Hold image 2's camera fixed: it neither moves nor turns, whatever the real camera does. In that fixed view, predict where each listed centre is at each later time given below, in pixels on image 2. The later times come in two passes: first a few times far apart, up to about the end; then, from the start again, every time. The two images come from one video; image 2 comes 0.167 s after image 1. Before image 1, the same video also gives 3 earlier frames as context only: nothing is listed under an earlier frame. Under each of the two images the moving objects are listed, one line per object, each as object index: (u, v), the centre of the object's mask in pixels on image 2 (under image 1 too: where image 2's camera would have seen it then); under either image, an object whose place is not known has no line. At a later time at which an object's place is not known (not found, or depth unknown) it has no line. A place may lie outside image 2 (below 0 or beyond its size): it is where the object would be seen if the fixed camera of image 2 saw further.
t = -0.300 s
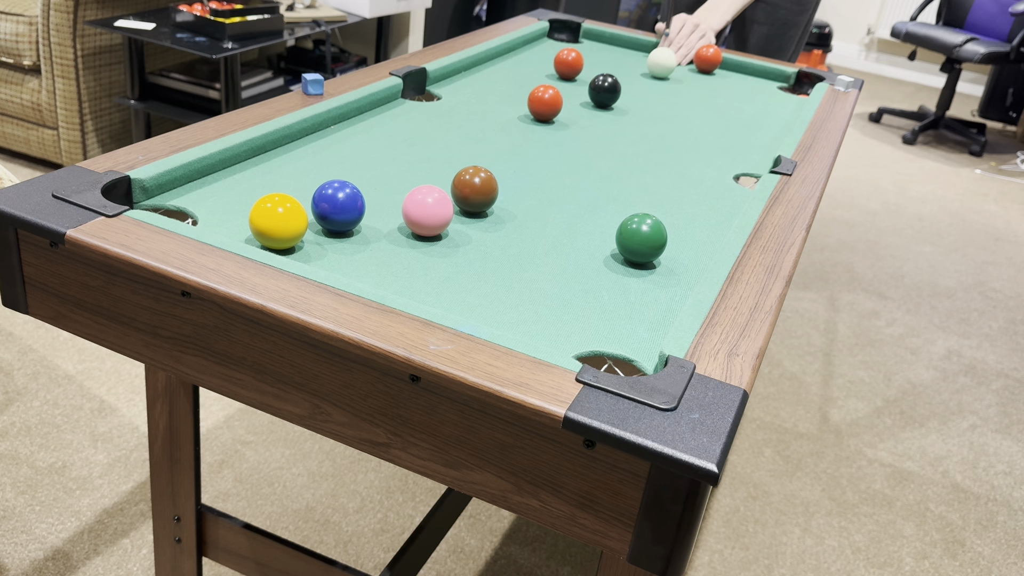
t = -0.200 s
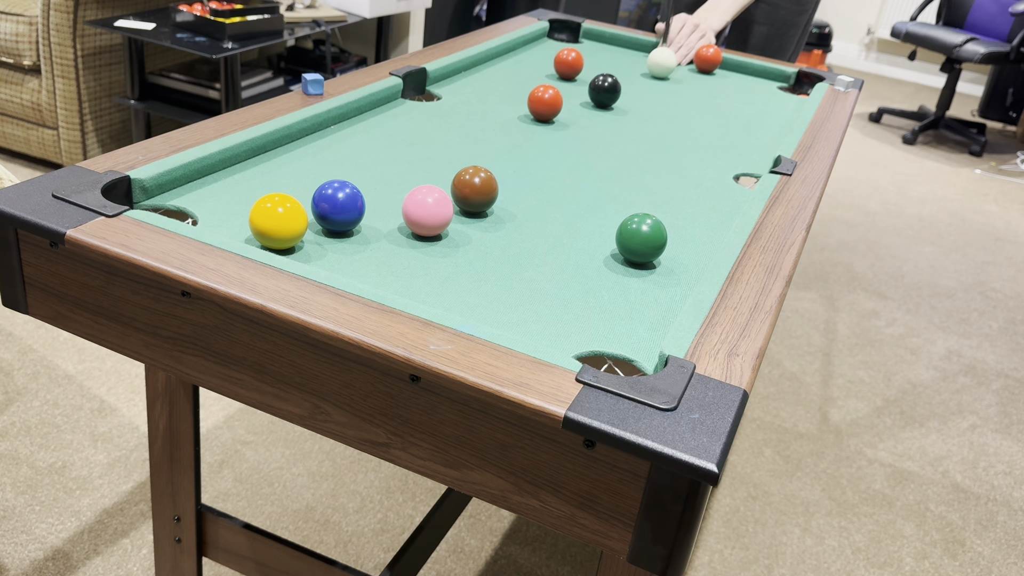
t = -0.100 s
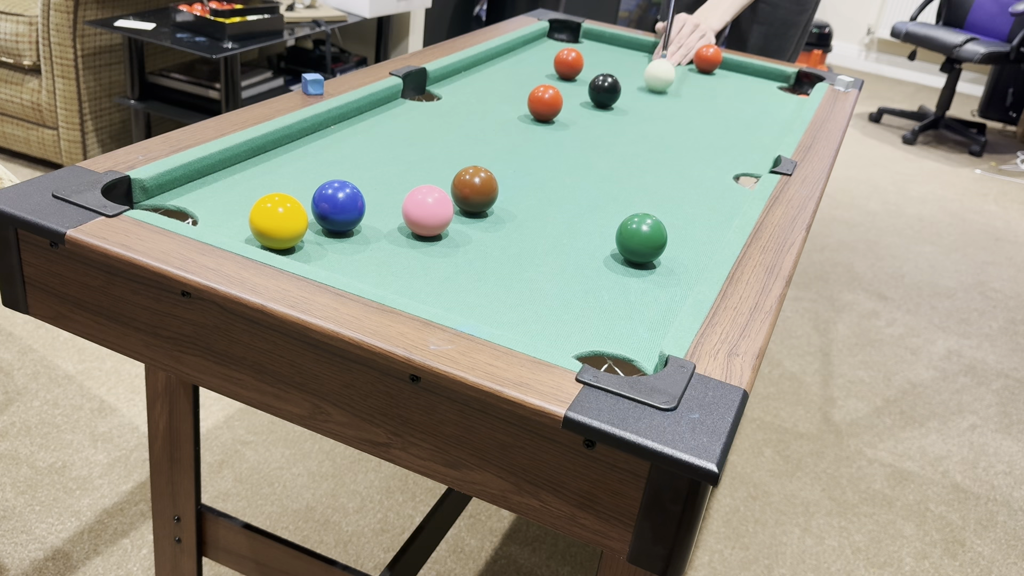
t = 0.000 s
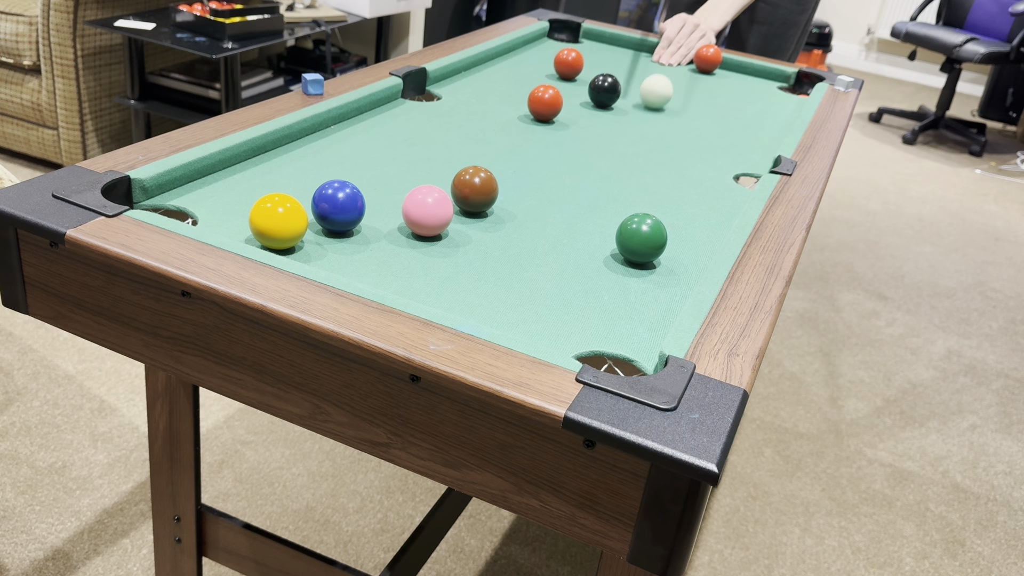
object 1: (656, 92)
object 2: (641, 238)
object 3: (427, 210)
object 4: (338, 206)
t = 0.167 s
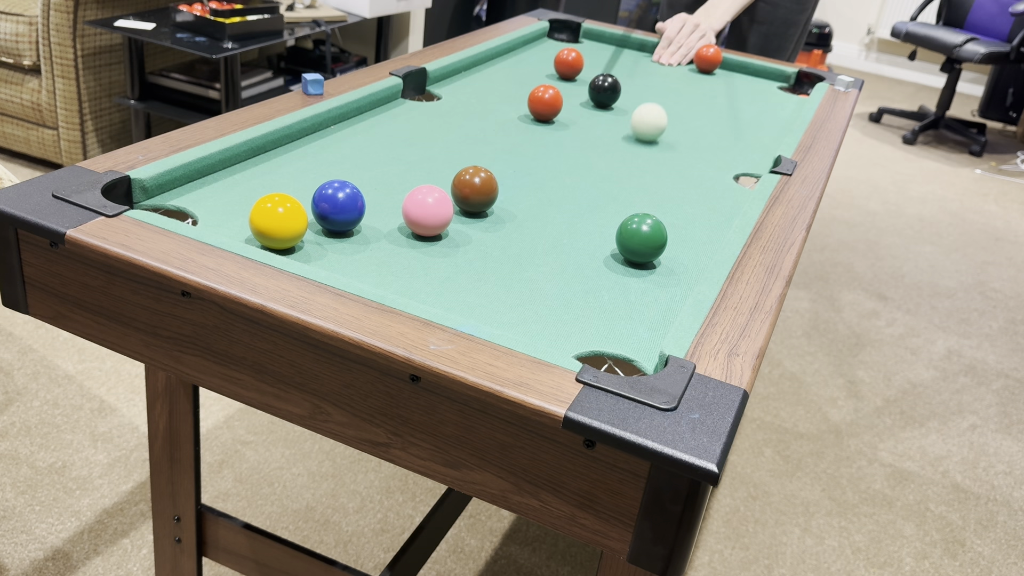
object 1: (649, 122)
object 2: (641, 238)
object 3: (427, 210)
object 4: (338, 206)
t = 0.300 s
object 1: (641, 151)
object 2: (641, 238)
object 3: (427, 210)
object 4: (338, 206)
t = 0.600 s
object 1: (601, 219)
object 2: (659, 262)
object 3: (427, 210)
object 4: (338, 206)
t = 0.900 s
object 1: (507, 245)
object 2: (610, 307)
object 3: (427, 210)
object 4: (338, 206)
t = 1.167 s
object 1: (413, 271)
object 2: (558, 324)
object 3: (427, 210)
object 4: (338, 206)
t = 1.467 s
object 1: (387, 253)
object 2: (541, 295)
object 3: (427, 210)
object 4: (338, 206)
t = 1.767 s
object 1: (383, 229)
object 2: (526, 273)
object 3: (428, 210)
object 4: (337, 205)
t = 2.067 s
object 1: (384, 217)
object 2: (514, 258)
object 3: (434, 209)
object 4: (332, 203)
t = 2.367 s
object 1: (384, 212)
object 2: (507, 250)
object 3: (439, 206)
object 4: (331, 199)
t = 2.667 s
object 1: (384, 211)
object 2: (502, 247)
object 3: (439, 206)
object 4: (331, 199)
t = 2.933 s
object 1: (384, 211)
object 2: (501, 247)
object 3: (438, 206)
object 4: (331, 199)
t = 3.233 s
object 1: (384, 211)
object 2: (501, 246)
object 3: (438, 206)
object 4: (331, 199)
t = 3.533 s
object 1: (384, 211)
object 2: (501, 246)
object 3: (438, 206)
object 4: (331, 199)
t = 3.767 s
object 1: (384, 211)
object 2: (501, 246)
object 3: (438, 206)
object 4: (331, 199)
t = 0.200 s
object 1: (647, 129)
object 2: (641, 238)
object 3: (427, 210)
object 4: (338, 206)
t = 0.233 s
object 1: (645, 136)
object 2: (641, 238)
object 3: (427, 210)
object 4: (338, 206)
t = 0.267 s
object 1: (643, 143)
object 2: (641, 238)
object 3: (427, 210)
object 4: (338, 206)
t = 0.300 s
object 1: (641, 151)
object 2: (641, 238)
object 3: (427, 210)
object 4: (338, 206)
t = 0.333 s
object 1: (639, 159)
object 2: (641, 238)
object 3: (427, 210)
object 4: (338, 206)
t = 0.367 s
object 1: (636, 168)
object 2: (641, 238)
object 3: (427, 210)
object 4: (338, 206)
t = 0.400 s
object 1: (634, 177)
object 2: (641, 238)
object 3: (427, 210)
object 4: (338, 206)
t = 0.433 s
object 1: (631, 187)
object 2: (641, 238)
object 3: (427, 210)
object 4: (338, 206)
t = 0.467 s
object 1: (628, 195)
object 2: (641, 238)
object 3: (427, 210)
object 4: (338, 206)
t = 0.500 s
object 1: (624, 203)
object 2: (641, 239)
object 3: (427, 210)
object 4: (338, 206)
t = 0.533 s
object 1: (619, 212)
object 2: (642, 240)
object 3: (427, 210)
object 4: (338, 206)
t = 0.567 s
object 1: (611, 217)
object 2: (651, 251)
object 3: (427, 210)
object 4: (338, 206)
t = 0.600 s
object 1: (601, 219)
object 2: (659, 262)
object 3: (427, 210)
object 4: (338, 206)
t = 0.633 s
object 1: (591, 222)
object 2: (667, 272)
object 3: (427, 210)
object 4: (338, 206)
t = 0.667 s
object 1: (581, 225)
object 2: (668, 278)
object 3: (427, 210)
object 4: (338, 206)
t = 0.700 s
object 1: (571, 227)
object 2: (658, 281)
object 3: (427, 210)
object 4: (338, 206)
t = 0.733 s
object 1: (561, 230)
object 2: (650, 286)
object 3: (427, 210)
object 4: (338, 206)
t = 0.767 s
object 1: (550, 234)
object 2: (643, 290)
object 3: (427, 210)
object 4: (338, 206)
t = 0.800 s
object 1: (539, 236)
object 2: (635, 294)
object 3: (427, 210)
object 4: (338, 206)
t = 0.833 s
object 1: (529, 239)
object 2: (627, 299)
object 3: (427, 210)
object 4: (338, 206)
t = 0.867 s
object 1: (518, 243)
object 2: (619, 303)
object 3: (427, 210)
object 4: (338, 206)
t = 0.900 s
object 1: (507, 245)
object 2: (610, 307)
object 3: (427, 210)
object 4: (338, 206)
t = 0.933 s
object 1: (496, 249)
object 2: (602, 312)
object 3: (427, 210)
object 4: (338, 206)
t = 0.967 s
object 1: (484, 252)
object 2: (594, 317)
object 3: (427, 210)
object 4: (338, 206)
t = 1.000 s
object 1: (473, 255)
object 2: (585, 322)
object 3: (427, 210)
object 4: (338, 206)
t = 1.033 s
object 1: (461, 259)
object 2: (577, 324)
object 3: (427, 210)
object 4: (338, 206)
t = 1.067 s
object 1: (450, 262)
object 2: (569, 328)
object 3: (427, 210)
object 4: (338, 206)
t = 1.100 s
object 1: (438, 265)
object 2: (562, 329)
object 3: (427, 210)
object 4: (338, 206)
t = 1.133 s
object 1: (425, 268)
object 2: (560, 326)
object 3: (427, 210)
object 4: (338, 206)
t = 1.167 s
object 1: (413, 271)
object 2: (558, 324)
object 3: (427, 210)
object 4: (338, 206)
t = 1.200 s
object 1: (402, 271)
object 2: (556, 321)
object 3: (427, 210)
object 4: (338, 206)
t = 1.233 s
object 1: (391, 271)
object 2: (553, 318)
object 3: (427, 210)
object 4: (338, 206)
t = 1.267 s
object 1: (391, 269)
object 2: (551, 315)
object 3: (427, 210)
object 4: (338, 206)
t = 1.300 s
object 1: (390, 267)
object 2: (550, 312)
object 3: (427, 210)
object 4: (338, 206)
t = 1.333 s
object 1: (389, 265)
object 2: (548, 308)
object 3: (427, 210)
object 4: (338, 206)
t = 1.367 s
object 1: (388, 262)
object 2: (546, 305)
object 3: (427, 210)
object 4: (338, 206)
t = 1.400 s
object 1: (388, 259)
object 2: (544, 301)
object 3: (427, 210)
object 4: (338, 206)
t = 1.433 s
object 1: (387, 256)
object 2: (543, 298)
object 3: (427, 210)
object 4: (338, 206)
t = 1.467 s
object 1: (387, 253)
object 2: (541, 295)
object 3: (427, 210)
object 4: (338, 206)
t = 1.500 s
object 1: (386, 250)
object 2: (539, 293)
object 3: (427, 210)
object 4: (338, 206)
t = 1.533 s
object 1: (385, 247)
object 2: (537, 290)
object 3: (427, 210)
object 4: (338, 206)
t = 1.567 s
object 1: (385, 245)
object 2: (535, 287)
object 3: (428, 210)
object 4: (338, 206)
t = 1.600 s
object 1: (385, 242)
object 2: (534, 284)
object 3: (428, 210)
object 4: (338, 206)
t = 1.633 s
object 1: (384, 239)
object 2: (532, 282)
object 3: (428, 210)
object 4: (338, 206)
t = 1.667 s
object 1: (384, 237)
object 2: (530, 280)
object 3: (428, 210)
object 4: (338, 206)
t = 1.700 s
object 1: (383, 234)
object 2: (529, 277)
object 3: (428, 210)
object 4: (338, 206)
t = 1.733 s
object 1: (383, 232)
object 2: (527, 275)
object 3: (428, 210)
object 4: (337, 206)
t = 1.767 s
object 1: (383, 229)
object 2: (526, 273)
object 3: (428, 210)
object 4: (337, 205)
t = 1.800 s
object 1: (383, 227)
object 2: (525, 271)
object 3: (429, 210)
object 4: (337, 205)
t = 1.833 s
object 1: (382, 224)
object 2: (523, 269)
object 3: (429, 210)
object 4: (337, 205)
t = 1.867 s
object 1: (382, 222)
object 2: (522, 268)
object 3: (429, 210)
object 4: (336, 205)
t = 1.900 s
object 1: (384, 221)
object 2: (520, 265)
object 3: (429, 210)
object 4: (336, 205)
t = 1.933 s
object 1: (385, 220)
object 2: (519, 264)
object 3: (430, 210)
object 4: (335, 205)
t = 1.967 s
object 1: (385, 219)
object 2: (518, 262)
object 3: (431, 209)
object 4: (334, 204)
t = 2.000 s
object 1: (384, 218)
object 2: (517, 260)
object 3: (432, 209)
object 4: (333, 204)
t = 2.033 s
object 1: (384, 217)
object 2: (516, 259)
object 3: (433, 209)
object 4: (333, 203)
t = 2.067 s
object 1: (384, 217)
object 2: (514, 258)
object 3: (434, 209)
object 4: (332, 203)
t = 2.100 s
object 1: (384, 216)
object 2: (513, 257)
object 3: (435, 208)
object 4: (332, 202)
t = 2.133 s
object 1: (384, 215)
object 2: (513, 256)
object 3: (436, 208)
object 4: (331, 202)
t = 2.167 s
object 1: (384, 215)
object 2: (512, 254)
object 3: (437, 208)
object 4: (331, 201)
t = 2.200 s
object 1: (384, 214)
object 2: (511, 253)
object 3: (437, 208)
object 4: (331, 201)
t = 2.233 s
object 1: (384, 214)
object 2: (510, 252)
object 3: (438, 207)
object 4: (331, 200)
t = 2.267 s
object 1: (384, 213)
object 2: (509, 252)
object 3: (439, 207)
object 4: (331, 200)
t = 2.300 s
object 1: (384, 213)
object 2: (508, 251)
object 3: (439, 207)
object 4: (331, 200)
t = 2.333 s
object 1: (384, 212)
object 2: (507, 250)
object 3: (439, 206)
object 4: (331, 200)
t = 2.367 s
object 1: (384, 212)
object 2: (507, 250)
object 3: (439, 206)
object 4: (331, 199)
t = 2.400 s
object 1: (384, 212)
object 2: (506, 249)
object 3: (439, 206)
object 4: (331, 199)
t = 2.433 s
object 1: (384, 212)
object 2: (505, 249)
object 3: (439, 206)
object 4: (331, 199)
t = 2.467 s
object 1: (384, 211)
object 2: (505, 248)
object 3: (439, 206)
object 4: (331, 199)
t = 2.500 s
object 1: (384, 211)
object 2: (504, 248)
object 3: (439, 206)
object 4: (331, 199)
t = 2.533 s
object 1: (384, 211)
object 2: (504, 247)
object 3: (439, 206)
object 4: (331, 199)
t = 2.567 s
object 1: (384, 211)
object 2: (503, 247)
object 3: (439, 206)
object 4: (331, 199)
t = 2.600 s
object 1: (384, 211)
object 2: (503, 247)
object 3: (439, 206)
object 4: (331, 199)
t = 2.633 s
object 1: (384, 211)
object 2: (502, 247)
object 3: (439, 206)
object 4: (331, 199)
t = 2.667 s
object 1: (384, 211)
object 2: (502, 247)
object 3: (439, 206)
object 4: (331, 199)
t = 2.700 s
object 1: (384, 211)
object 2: (501, 247)
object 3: (439, 206)
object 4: (331, 199)
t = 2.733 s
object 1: (384, 211)
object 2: (501, 247)
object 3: (439, 206)
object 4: (331, 199)
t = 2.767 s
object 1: (384, 211)
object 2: (501, 246)
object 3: (439, 206)
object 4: (331, 199)
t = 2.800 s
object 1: (384, 211)
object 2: (501, 246)
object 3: (438, 206)
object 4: (331, 199)
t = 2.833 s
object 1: (384, 211)
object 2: (501, 246)
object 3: (438, 206)
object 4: (331, 199)
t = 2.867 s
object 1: (384, 211)
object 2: (501, 247)
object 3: (438, 206)
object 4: (331, 199)
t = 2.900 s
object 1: (384, 211)
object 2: (501, 246)
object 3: (438, 206)
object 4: (331, 199)
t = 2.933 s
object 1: (384, 211)
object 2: (501, 247)
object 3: (438, 206)
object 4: (331, 199)
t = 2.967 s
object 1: (384, 211)
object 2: (501, 246)
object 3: (438, 206)
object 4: (331, 199)
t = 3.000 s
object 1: (384, 211)
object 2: (501, 246)
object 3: (438, 206)
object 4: (331, 199)
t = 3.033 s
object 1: (384, 211)
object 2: (501, 247)
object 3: (438, 206)
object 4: (331, 199)
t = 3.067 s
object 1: (384, 211)
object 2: (501, 246)
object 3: (438, 206)
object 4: (331, 199)
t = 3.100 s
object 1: (384, 211)
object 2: (501, 246)
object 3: (438, 207)
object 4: (331, 199)
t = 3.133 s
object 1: (384, 211)
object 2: (501, 247)
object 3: (438, 206)
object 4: (331, 199)
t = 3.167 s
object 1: (384, 211)
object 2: (501, 246)
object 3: (438, 207)
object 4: (331, 199)
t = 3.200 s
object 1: (384, 211)
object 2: (501, 246)
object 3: (438, 206)
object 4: (331, 199)
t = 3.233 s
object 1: (384, 211)
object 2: (501, 246)
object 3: (438, 206)
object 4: (331, 199)
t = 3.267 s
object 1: (384, 211)
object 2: (501, 246)
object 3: (438, 206)
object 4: (331, 199)
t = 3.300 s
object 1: (384, 211)
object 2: (501, 246)
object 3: (438, 206)
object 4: (331, 199)
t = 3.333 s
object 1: (384, 211)
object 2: (501, 246)
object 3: (438, 206)
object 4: (331, 199)
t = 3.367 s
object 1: (384, 211)
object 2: (501, 246)
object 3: (438, 206)
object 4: (331, 199)
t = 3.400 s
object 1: (384, 211)
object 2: (501, 246)
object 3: (438, 206)
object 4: (331, 199)
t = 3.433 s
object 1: (384, 211)
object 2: (501, 246)
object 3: (438, 206)
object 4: (331, 199)
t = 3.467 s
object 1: (384, 211)
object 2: (501, 246)
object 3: (438, 206)
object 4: (331, 199)
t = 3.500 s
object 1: (384, 211)
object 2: (501, 246)
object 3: (438, 206)
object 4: (331, 199)
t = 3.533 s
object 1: (384, 211)
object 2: (501, 246)
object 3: (438, 206)
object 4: (331, 199)
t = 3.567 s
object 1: (384, 211)
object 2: (501, 246)
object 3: (438, 206)
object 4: (331, 199)
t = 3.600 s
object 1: (384, 211)
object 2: (501, 246)
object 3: (438, 206)
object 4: (331, 199)
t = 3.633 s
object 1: (384, 211)
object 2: (501, 246)
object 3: (438, 206)
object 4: (331, 199)
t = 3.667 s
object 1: (384, 211)
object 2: (501, 246)
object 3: (438, 206)
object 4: (331, 199)
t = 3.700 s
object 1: (384, 211)
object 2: (501, 246)
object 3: (438, 206)
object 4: (331, 199)
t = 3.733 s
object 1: (384, 211)
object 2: (501, 246)
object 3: (438, 206)
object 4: (331, 199)
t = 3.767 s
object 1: (384, 211)
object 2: (501, 246)
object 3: (438, 206)
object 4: (331, 199)
